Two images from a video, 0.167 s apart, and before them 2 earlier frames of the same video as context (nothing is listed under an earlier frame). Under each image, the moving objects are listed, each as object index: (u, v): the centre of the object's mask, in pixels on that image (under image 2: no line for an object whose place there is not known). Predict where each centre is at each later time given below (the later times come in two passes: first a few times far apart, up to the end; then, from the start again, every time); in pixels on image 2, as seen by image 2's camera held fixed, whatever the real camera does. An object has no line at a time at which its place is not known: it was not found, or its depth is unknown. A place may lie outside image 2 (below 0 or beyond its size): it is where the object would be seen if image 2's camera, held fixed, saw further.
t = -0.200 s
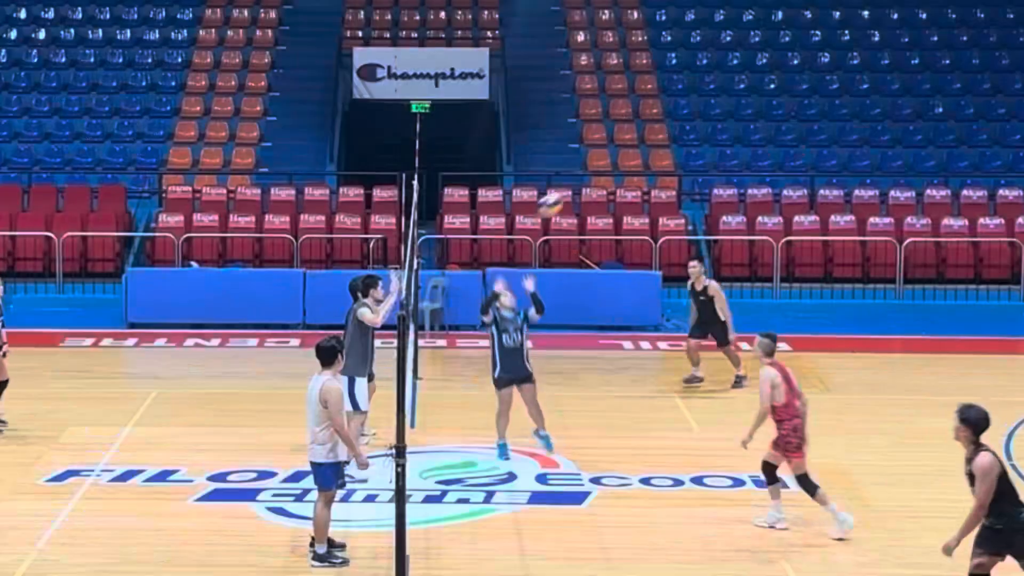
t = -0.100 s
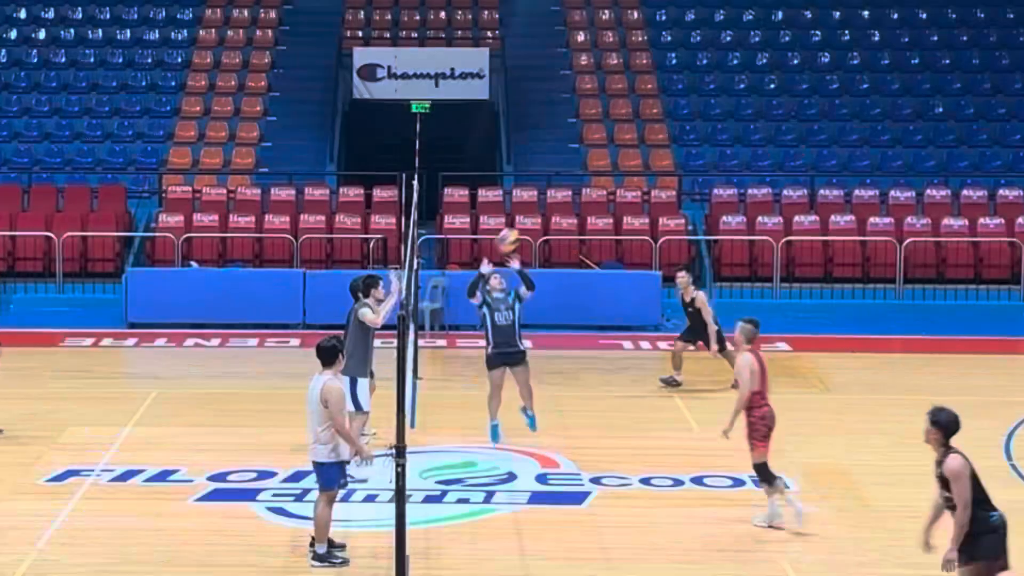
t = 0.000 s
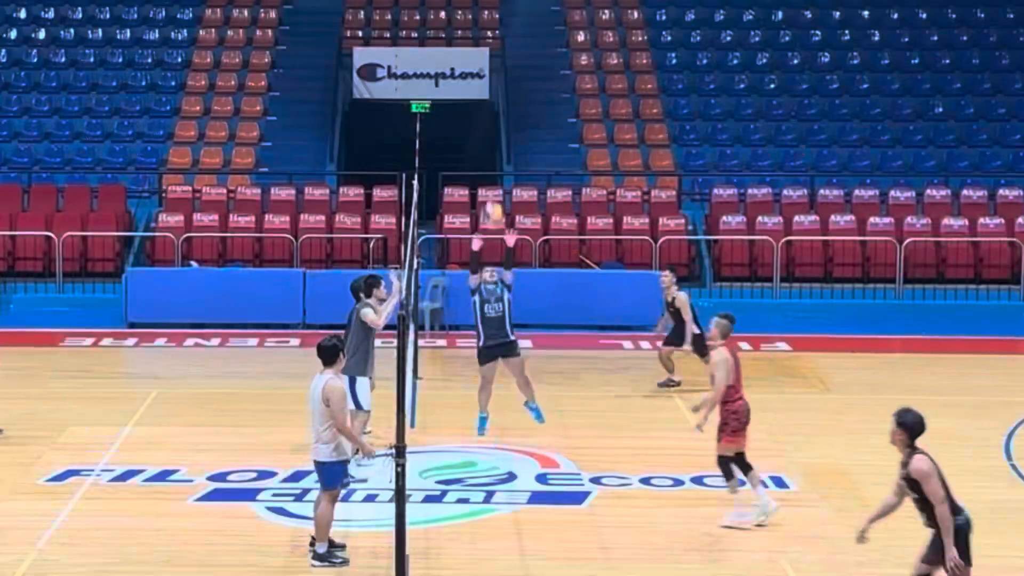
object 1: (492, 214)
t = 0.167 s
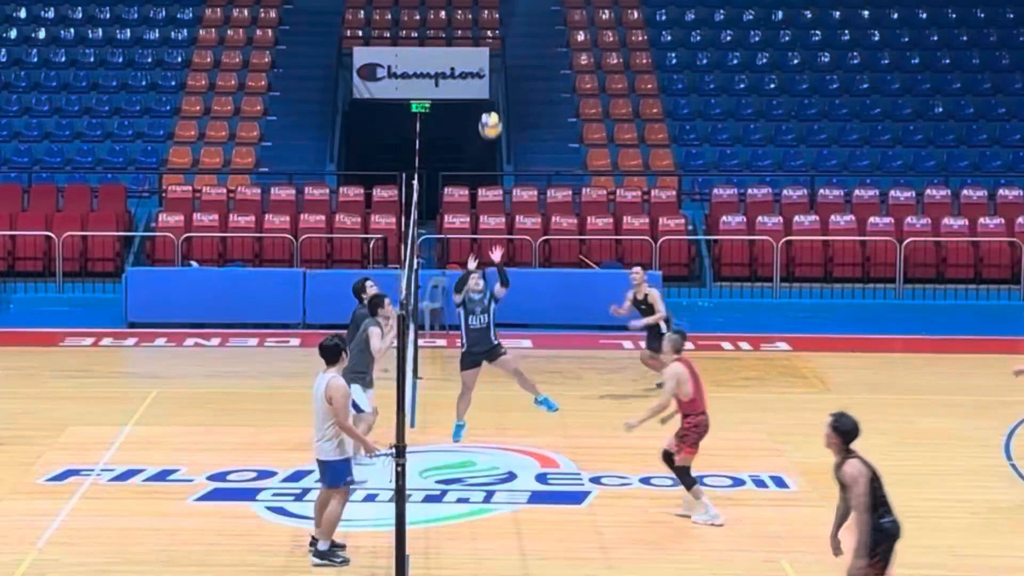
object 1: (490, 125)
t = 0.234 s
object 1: (489, 98)
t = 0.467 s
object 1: (486, 35)
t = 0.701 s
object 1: (483, 30)
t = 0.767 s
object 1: (482, 41)
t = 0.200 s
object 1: (490, 111)
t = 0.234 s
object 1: (489, 98)
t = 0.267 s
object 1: (489, 85)
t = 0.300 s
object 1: (488, 74)
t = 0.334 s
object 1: (488, 64)
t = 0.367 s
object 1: (487, 55)
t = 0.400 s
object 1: (487, 46)
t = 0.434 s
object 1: (487, 40)
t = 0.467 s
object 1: (486, 35)
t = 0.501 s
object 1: (486, 30)
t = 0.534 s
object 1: (486, 27)
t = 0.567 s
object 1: (485, 25)
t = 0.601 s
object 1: (485, 24)
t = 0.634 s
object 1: (485, 24)
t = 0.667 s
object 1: (484, 27)
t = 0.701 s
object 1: (483, 30)
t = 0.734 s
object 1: (482, 35)
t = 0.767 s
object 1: (482, 41)
